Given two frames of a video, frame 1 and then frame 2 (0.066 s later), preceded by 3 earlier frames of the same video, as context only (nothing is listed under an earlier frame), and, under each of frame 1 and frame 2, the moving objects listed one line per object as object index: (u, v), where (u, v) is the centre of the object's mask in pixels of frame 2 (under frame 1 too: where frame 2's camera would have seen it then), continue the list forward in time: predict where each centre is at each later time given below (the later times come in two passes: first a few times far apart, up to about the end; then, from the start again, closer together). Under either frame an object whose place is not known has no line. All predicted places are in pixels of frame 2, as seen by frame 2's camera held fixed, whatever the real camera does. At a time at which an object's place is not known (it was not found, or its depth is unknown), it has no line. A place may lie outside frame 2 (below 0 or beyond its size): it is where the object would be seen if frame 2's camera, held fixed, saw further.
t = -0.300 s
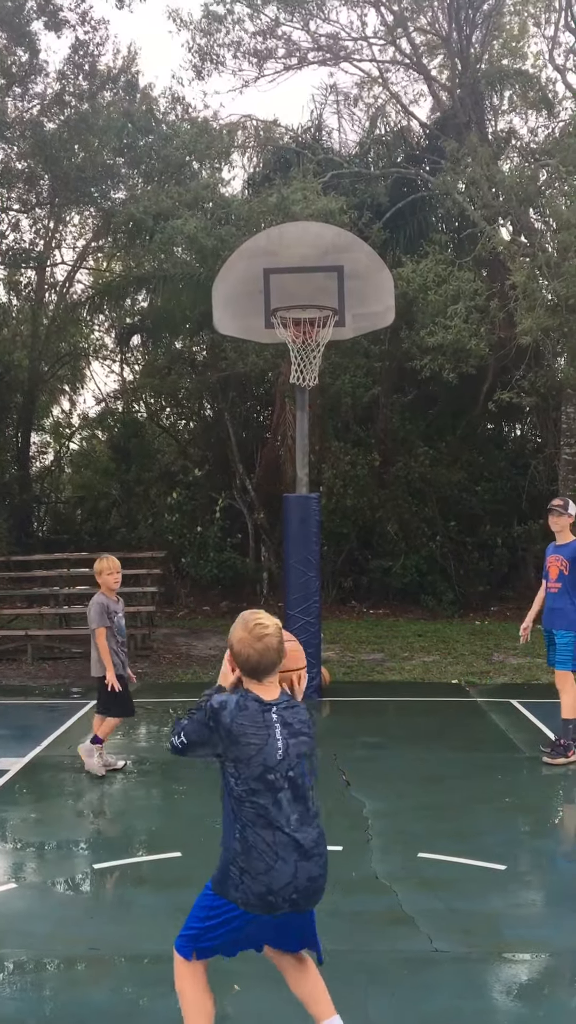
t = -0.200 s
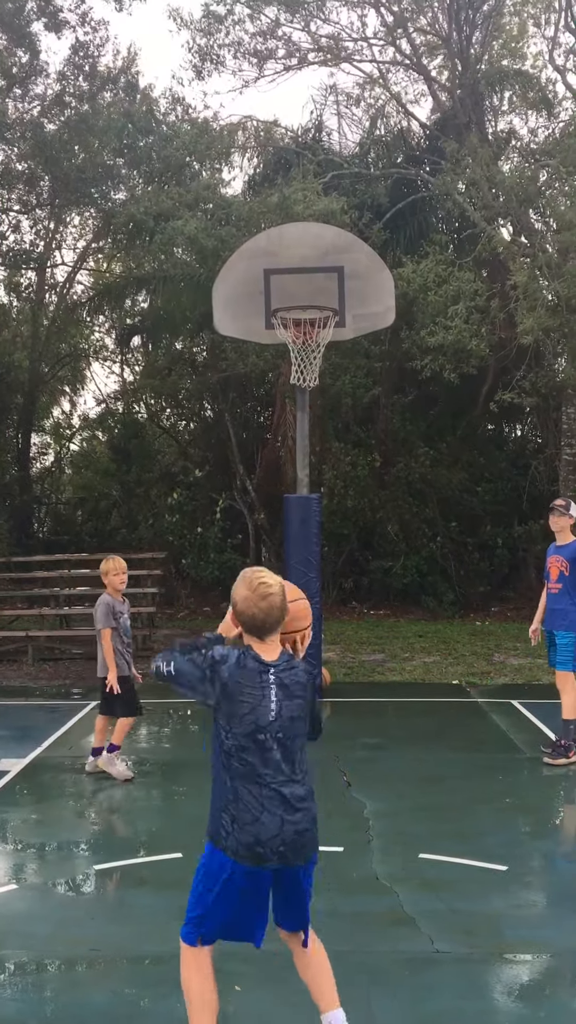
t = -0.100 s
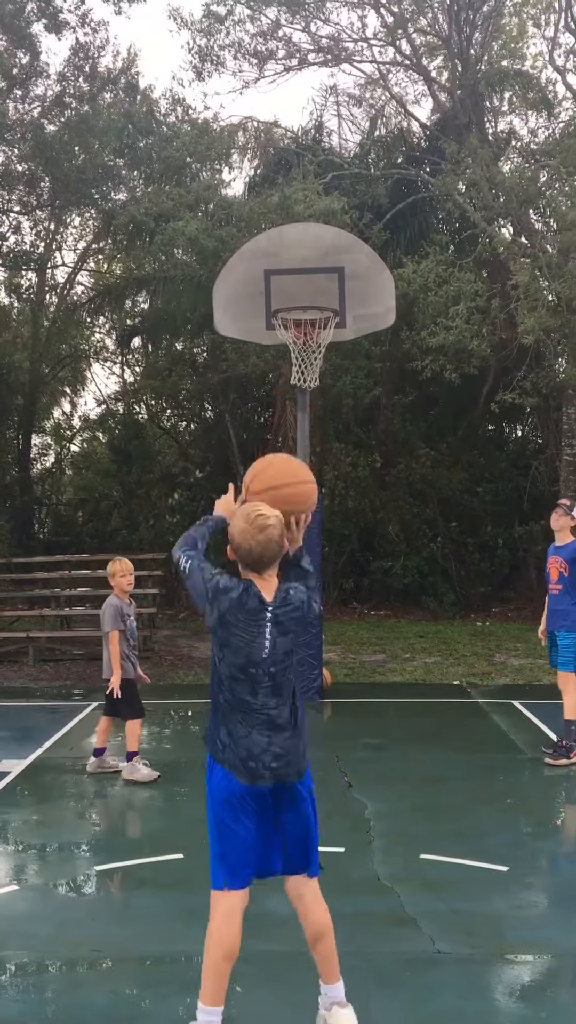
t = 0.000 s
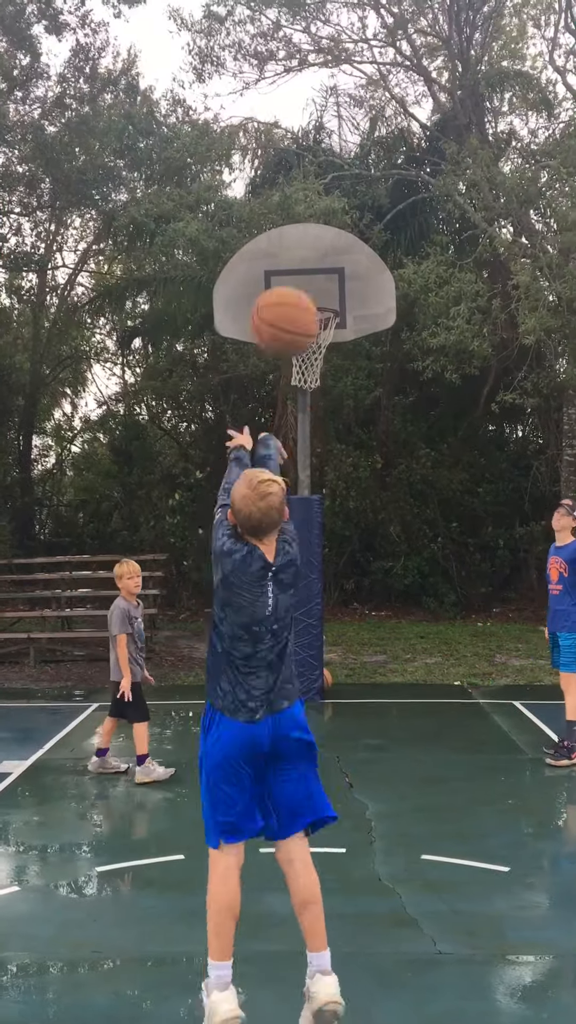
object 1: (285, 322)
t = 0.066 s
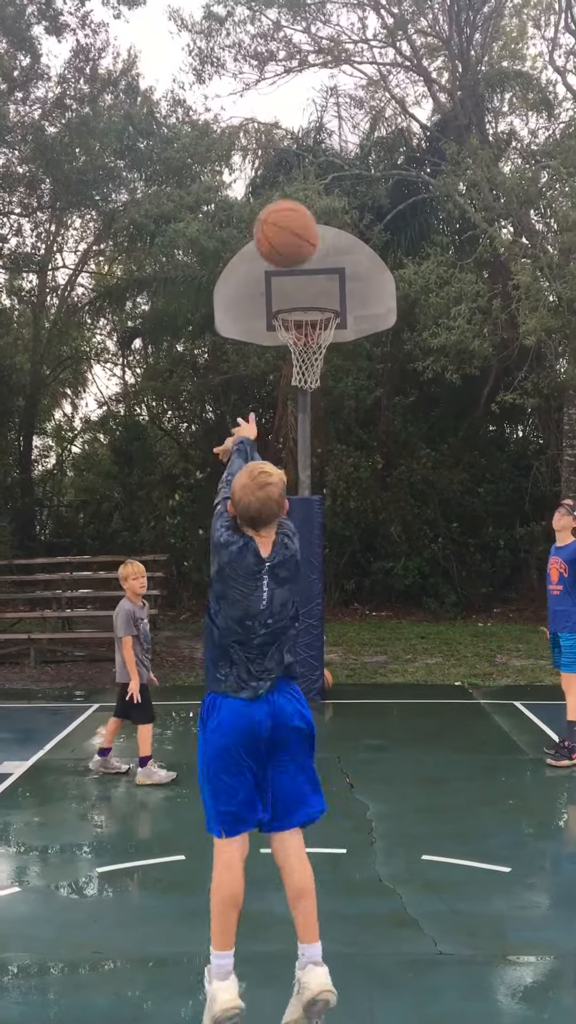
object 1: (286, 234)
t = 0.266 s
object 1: (290, 85)
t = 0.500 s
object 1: (294, 57)
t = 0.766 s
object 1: (300, 143)
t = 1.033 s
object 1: (304, 288)
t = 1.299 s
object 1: (314, 224)
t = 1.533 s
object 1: (320, 235)
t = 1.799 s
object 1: (321, 299)
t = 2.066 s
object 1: (309, 325)
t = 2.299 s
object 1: (306, 375)
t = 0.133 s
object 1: (287, 167)
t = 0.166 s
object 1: (287, 142)
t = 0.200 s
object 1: (289, 119)
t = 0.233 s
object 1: (290, 100)
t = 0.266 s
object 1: (290, 85)
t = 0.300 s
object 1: (291, 73)
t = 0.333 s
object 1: (292, 64)
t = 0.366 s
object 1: (292, 58)
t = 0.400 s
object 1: (293, 55)
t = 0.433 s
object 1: (294, 54)
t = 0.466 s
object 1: (294, 54)
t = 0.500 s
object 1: (294, 57)
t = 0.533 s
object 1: (296, 62)
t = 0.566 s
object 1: (296, 69)
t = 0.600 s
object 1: (297, 77)
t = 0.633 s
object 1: (298, 88)
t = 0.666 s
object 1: (299, 99)
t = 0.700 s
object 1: (299, 113)
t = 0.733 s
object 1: (300, 127)
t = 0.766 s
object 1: (300, 143)
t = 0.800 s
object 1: (300, 160)
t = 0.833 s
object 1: (301, 177)
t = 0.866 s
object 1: (302, 196)
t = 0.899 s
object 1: (302, 216)
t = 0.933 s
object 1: (303, 237)
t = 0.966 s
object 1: (303, 259)
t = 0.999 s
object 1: (303, 281)
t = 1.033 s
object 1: (304, 288)
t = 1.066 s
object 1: (306, 275)
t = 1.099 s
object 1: (307, 263)
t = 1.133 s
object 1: (308, 253)
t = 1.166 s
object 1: (309, 244)
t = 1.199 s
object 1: (310, 236)
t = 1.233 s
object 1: (312, 230)
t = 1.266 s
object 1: (313, 226)
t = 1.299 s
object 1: (314, 224)
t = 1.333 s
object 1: (315, 223)
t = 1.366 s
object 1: (316, 223)
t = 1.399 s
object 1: (317, 225)
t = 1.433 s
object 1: (318, 228)
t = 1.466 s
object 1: (319, 231)
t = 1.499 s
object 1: (320, 232)
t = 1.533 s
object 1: (320, 235)
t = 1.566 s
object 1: (320, 239)
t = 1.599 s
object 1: (321, 246)
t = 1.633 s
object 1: (321, 253)
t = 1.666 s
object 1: (322, 262)
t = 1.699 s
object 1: (323, 272)
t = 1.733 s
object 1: (324, 283)
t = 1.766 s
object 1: (326, 295)
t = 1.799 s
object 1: (321, 299)
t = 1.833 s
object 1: (311, 300)
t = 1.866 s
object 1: (301, 301)
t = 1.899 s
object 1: (290, 305)
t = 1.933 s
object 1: (292, 310)
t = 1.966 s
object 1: (300, 312)
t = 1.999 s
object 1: (303, 317)
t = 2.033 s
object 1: (308, 324)
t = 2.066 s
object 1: (309, 325)
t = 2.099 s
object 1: (309, 328)
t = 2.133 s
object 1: (310, 336)
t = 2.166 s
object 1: (310, 344)
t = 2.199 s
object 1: (311, 352)
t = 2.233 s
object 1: (309, 361)
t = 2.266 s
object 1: (307, 366)
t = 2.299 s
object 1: (306, 375)
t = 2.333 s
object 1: (305, 383)
